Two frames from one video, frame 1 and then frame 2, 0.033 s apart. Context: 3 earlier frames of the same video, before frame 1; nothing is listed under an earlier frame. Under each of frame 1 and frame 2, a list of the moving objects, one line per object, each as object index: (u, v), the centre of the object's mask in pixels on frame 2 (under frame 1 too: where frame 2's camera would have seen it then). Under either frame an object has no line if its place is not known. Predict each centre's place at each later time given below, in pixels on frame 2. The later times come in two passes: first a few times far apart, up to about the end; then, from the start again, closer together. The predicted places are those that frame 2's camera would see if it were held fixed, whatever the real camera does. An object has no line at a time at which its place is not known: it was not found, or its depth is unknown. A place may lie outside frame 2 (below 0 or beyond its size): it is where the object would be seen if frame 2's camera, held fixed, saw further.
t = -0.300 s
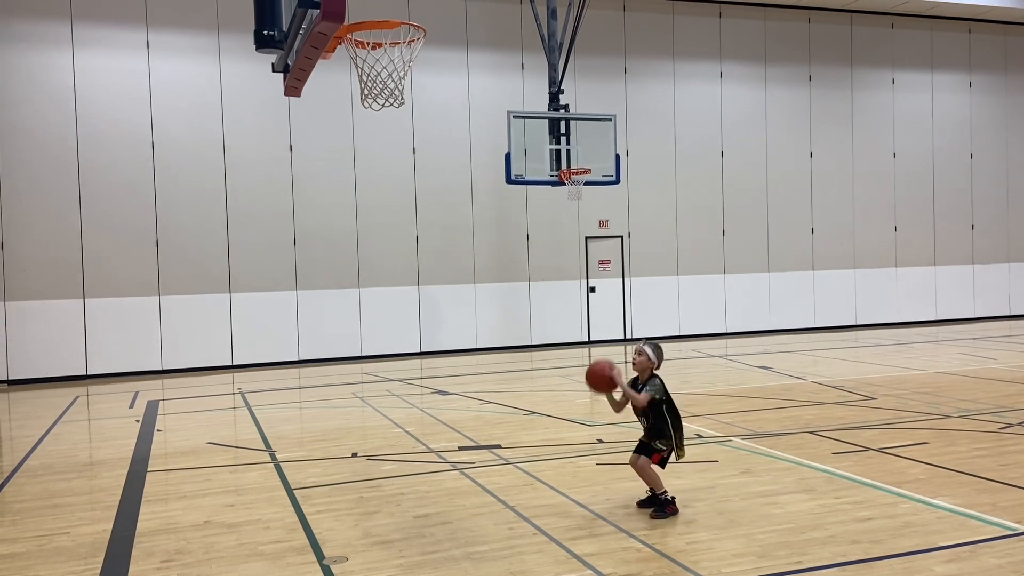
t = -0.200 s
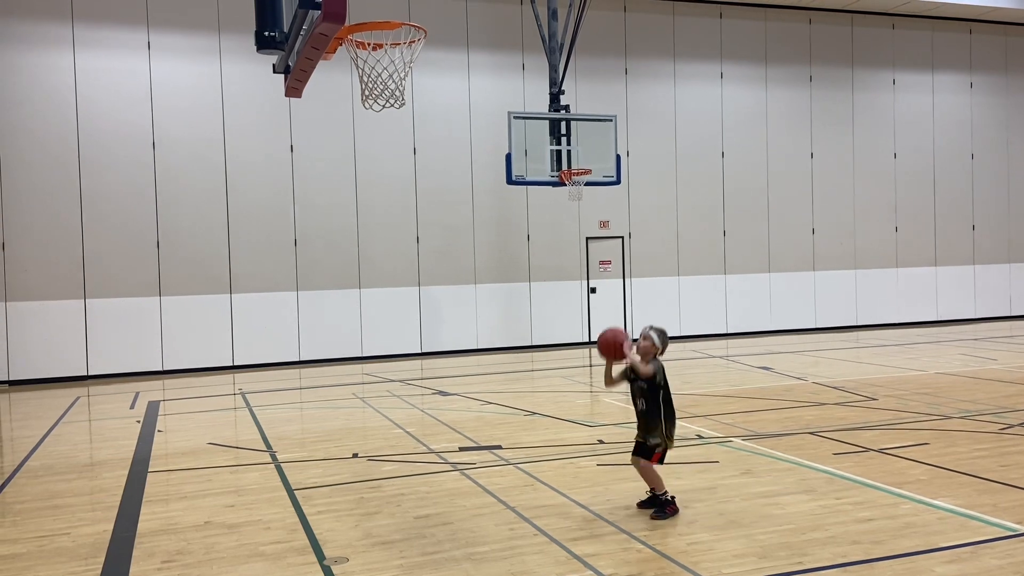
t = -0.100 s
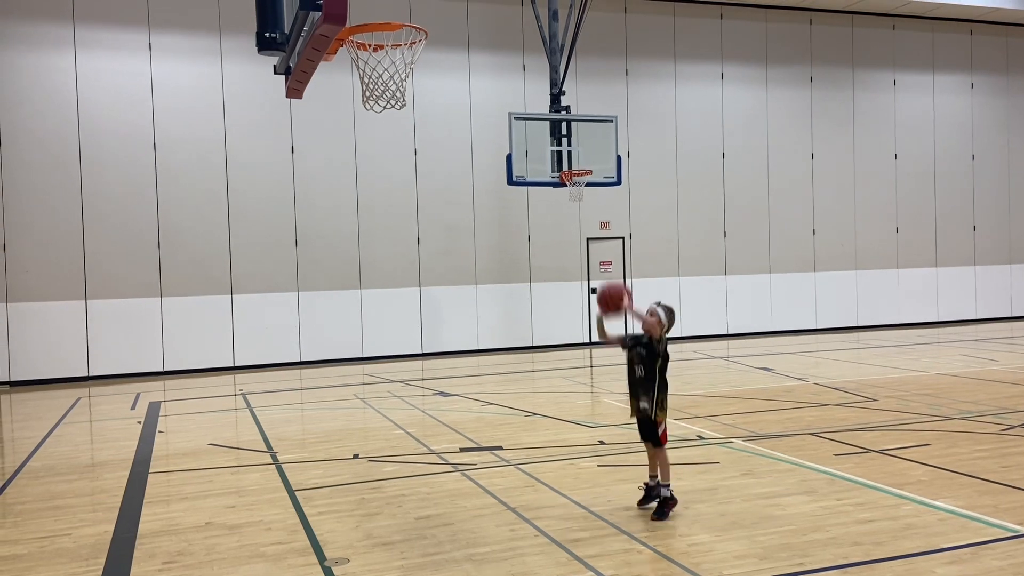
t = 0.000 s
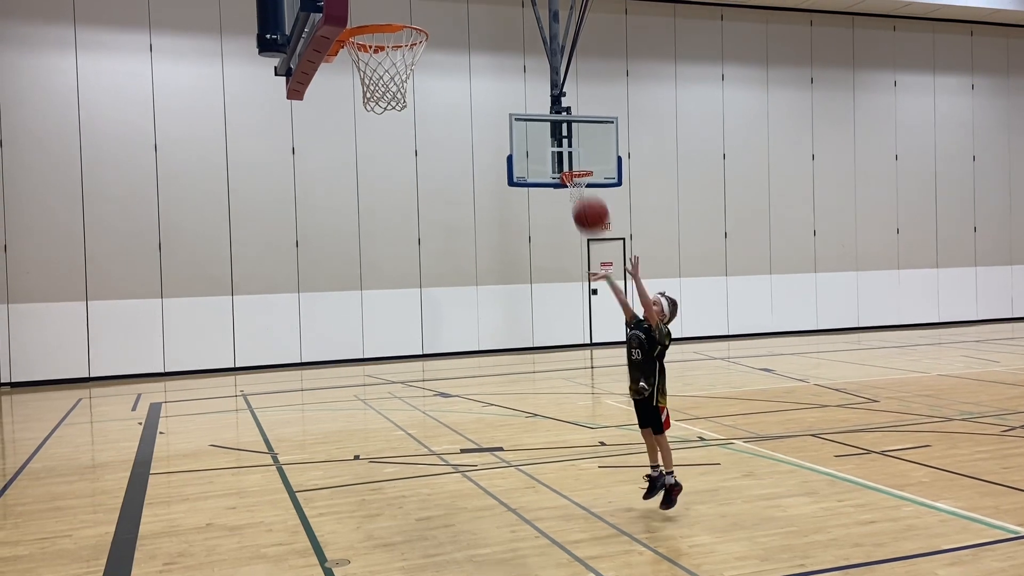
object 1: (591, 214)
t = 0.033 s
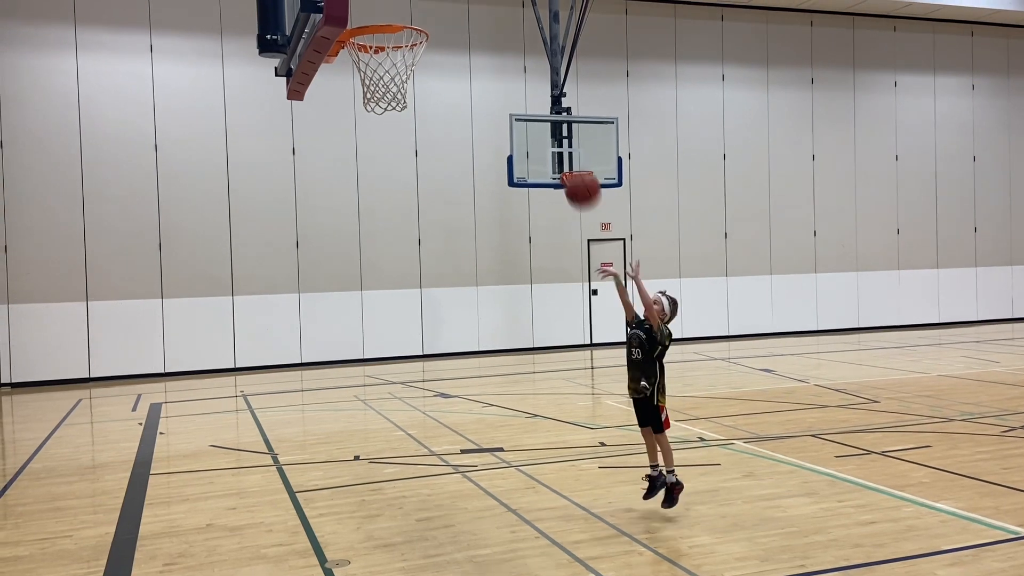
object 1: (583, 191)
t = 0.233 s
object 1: (531, 64)
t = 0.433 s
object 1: (482, 4)
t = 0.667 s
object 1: (424, 3)
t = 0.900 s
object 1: (368, 81)
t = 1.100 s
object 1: (371, 147)
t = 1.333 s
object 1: (378, 308)
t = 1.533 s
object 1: (384, 524)
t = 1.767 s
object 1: (419, 382)
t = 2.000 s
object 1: (458, 280)
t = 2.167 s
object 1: (489, 264)
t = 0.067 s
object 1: (574, 164)
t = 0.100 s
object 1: (565, 140)
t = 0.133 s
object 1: (556, 120)
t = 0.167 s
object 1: (548, 99)
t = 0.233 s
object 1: (531, 64)
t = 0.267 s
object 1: (523, 48)
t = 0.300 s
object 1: (515, 34)
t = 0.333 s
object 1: (507, 22)
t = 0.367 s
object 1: (499, 13)
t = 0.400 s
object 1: (490, 8)
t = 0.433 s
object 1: (482, 4)
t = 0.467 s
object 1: (474, 2)
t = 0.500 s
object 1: (466, 0)
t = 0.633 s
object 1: (432, 1)
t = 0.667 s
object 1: (424, 3)
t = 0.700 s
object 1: (416, 7)
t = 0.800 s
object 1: (391, 36)
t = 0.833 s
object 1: (382, 51)
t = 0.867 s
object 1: (374, 67)
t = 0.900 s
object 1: (368, 81)
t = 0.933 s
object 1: (367, 90)
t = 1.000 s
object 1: (369, 107)
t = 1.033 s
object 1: (369, 119)
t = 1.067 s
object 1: (370, 132)
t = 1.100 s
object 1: (371, 147)
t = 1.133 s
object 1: (372, 164)
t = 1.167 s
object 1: (373, 183)
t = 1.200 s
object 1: (374, 204)
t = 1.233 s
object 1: (375, 226)
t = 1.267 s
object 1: (376, 251)
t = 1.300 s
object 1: (378, 278)
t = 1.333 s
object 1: (378, 308)
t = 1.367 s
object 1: (380, 336)
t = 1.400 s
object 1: (380, 371)
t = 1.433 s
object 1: (381, 406)
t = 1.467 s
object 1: (382, 442)
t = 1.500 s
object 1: (383, 483)
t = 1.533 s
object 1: (384, 524)
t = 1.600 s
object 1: (392, 513)
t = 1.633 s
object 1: (397, 485)
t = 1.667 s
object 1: (403, 454)
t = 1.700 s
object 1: (408, 429)
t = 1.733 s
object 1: (413, 405)
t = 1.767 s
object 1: (419, 382)
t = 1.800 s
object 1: (425, 362)
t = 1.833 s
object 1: (430, 343)
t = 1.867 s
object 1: (436, 326)
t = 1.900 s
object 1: (441, 312)
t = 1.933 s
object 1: (447, 299)
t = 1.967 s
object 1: (453, 288)
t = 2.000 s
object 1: (458, 280)
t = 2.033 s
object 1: (464, 273)
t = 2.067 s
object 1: (470, 268)
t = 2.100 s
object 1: (476, 264)
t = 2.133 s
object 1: (483, 263)
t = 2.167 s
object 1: (489, 264)
